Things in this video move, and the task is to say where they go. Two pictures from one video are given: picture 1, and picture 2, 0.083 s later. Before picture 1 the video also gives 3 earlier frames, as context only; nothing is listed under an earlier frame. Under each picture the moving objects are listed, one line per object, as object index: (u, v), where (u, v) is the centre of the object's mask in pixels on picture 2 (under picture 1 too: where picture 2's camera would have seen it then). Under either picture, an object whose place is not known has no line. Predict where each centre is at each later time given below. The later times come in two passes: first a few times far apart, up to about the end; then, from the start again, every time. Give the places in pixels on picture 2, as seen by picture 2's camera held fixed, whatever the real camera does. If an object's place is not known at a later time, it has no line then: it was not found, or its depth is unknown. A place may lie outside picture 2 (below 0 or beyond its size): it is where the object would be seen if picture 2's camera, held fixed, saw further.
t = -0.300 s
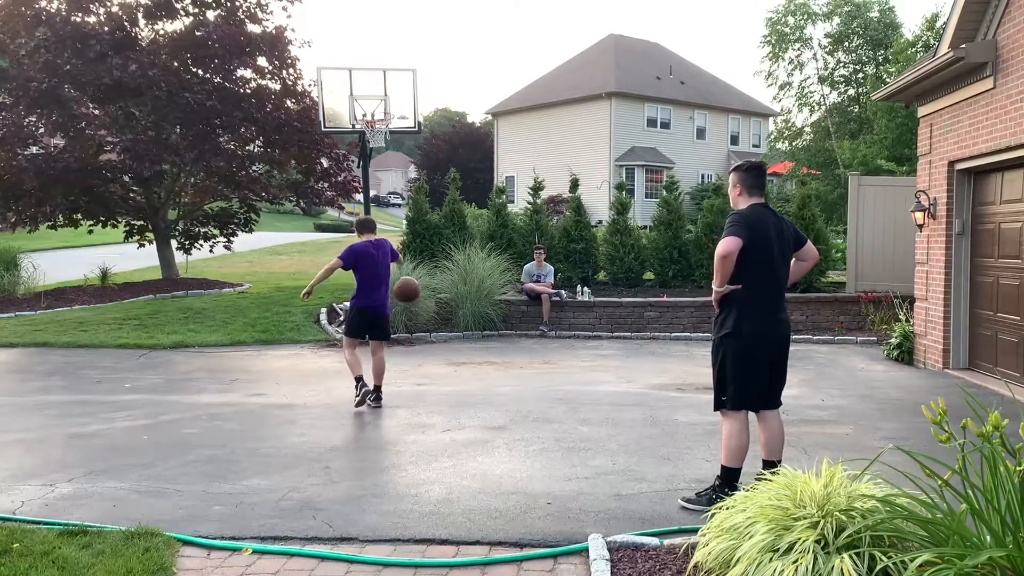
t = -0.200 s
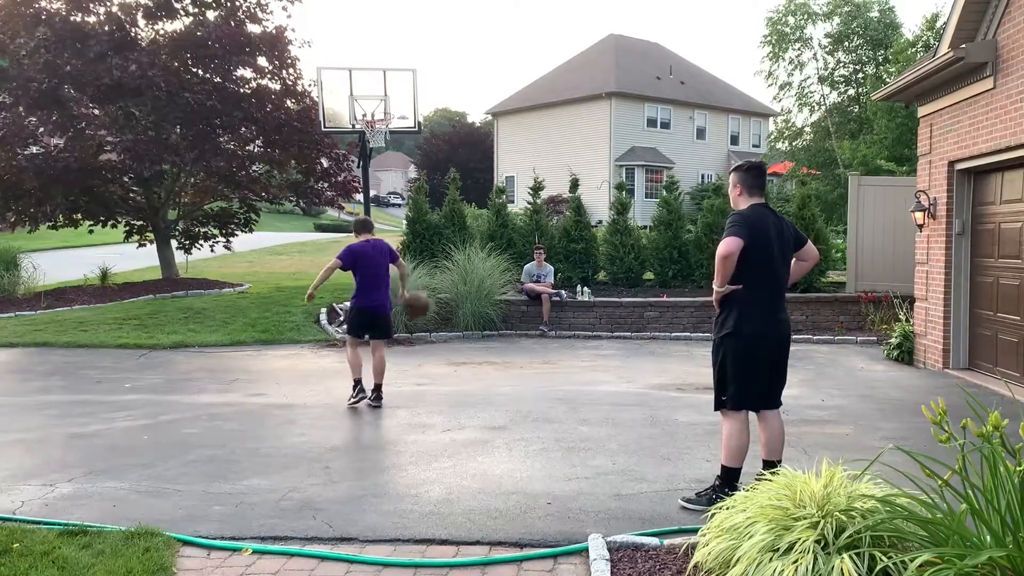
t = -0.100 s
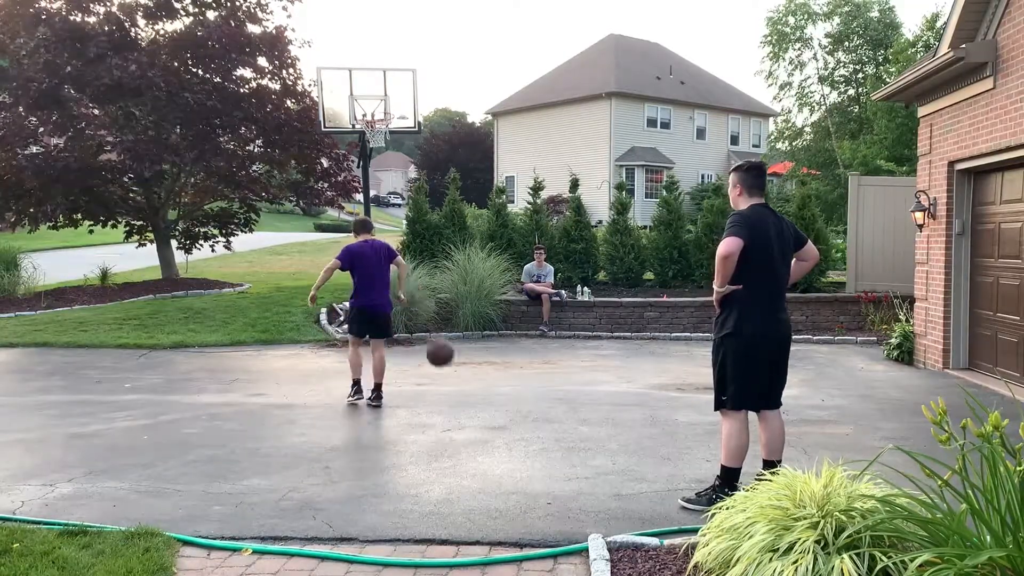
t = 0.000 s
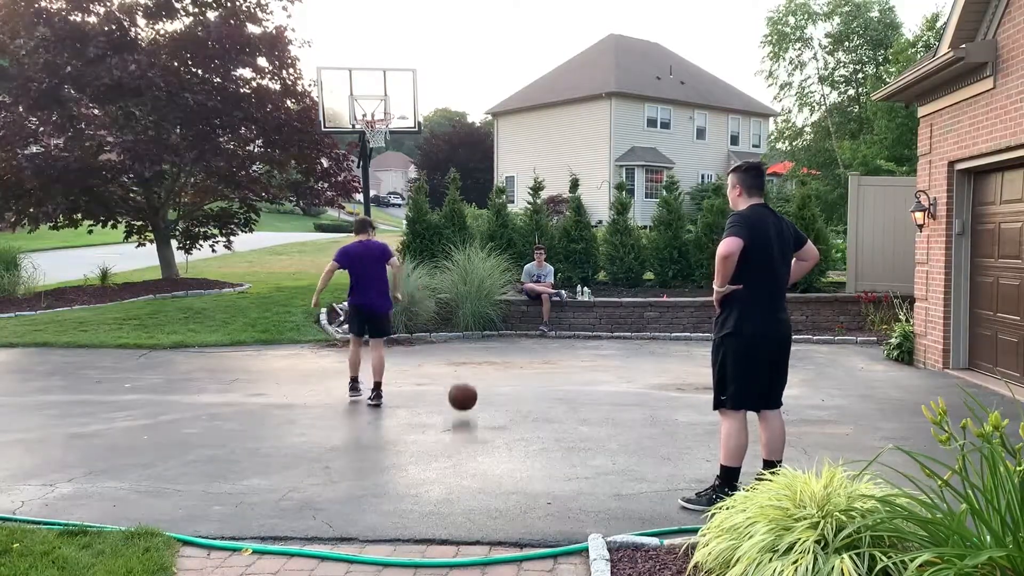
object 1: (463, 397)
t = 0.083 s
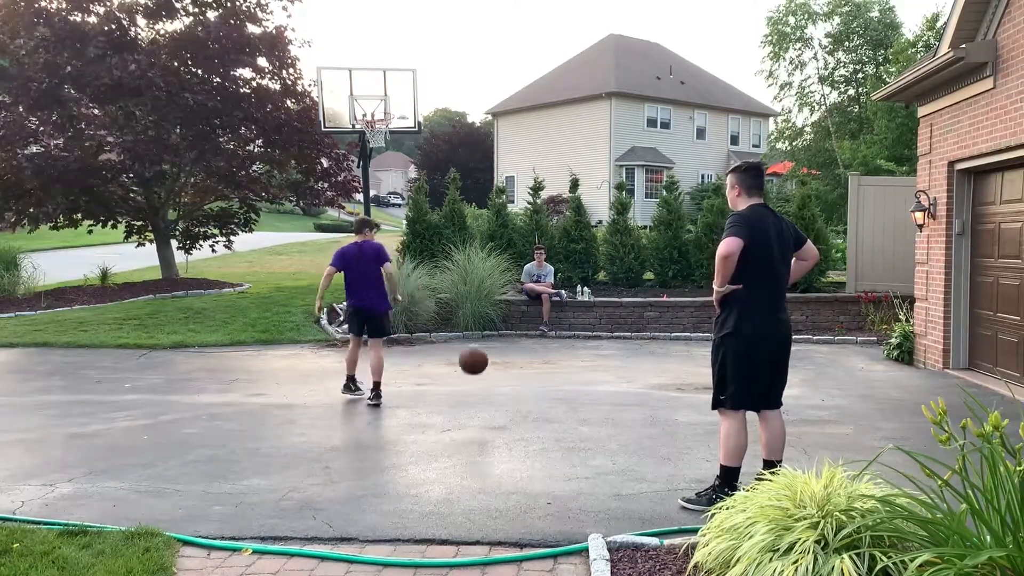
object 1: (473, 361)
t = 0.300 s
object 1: (504, 299)
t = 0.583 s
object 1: (552, 306)
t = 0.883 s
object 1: (615, 456)
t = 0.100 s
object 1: (475, 354)
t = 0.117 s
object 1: (478, 347)
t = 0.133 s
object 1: (481, 341)
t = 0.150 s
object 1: (482, 335)
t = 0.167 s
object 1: (484, 330)
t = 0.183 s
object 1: (487, 325)
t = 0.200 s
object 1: (488, 321)
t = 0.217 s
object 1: (492, 316)
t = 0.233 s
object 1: (493, 314)
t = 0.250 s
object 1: (494, 311)
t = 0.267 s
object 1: (496, 309)
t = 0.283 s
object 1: (500, 301)
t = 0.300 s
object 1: (504, 299)
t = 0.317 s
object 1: (506, 295)
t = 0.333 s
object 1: (508, 294)
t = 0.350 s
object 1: (512, 292)
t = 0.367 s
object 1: (514, 290)
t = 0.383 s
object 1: (517, 289)
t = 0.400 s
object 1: (520, 288)
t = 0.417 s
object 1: (523, 288)
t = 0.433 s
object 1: (526, 288)
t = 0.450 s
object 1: (528, 288)
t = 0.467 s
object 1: (531, 289)
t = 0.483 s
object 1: (534, 290)
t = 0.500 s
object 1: (537, 291)
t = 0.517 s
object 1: (540, 293)
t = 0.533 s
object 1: (544, 296)
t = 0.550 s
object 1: (547, 298)
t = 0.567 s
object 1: (550, 300)
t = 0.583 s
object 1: (552, 306)
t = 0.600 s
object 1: (555, 310)
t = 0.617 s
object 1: (559, 314)
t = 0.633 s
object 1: (563, 319)
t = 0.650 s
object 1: (565, 324)
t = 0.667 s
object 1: (569, 330)
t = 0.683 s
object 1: (572, 336)
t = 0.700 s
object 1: (575, 344)
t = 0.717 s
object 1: (579, 351)
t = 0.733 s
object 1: (582, 359)
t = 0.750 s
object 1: (586, 368)
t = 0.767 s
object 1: (589, 377)
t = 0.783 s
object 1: (593, 388)
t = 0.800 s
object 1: (596, 397)
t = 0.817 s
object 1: (600, 408)
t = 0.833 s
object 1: (604, 419)
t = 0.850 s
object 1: (607, 431)
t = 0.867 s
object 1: (611, 443)
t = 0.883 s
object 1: (615, 456)
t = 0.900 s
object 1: (619, 462)
